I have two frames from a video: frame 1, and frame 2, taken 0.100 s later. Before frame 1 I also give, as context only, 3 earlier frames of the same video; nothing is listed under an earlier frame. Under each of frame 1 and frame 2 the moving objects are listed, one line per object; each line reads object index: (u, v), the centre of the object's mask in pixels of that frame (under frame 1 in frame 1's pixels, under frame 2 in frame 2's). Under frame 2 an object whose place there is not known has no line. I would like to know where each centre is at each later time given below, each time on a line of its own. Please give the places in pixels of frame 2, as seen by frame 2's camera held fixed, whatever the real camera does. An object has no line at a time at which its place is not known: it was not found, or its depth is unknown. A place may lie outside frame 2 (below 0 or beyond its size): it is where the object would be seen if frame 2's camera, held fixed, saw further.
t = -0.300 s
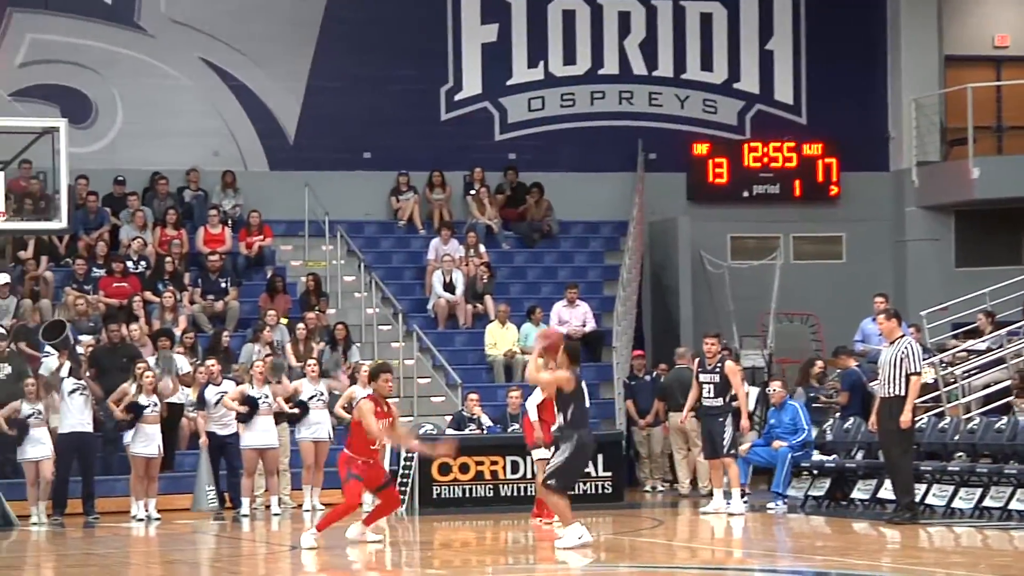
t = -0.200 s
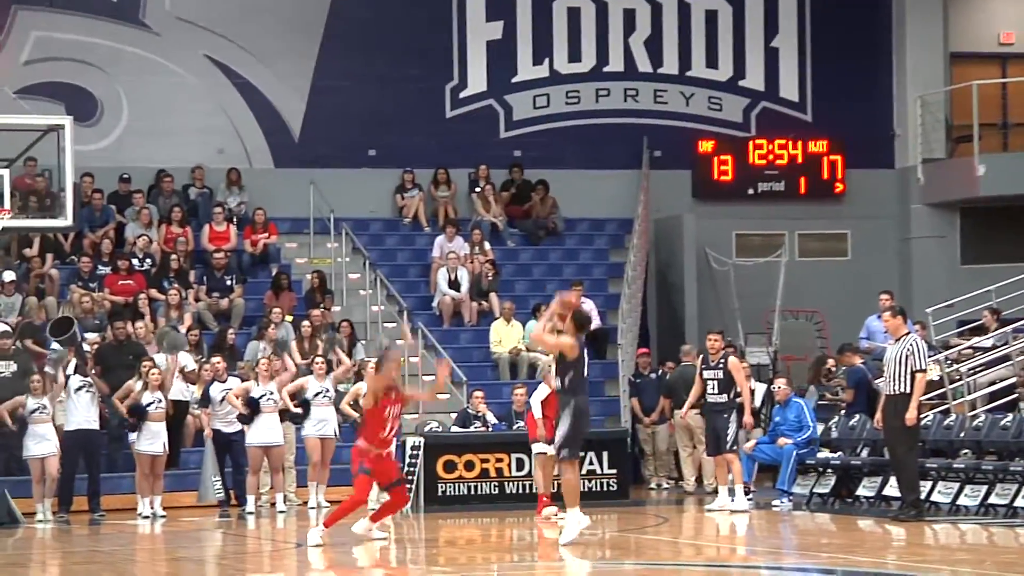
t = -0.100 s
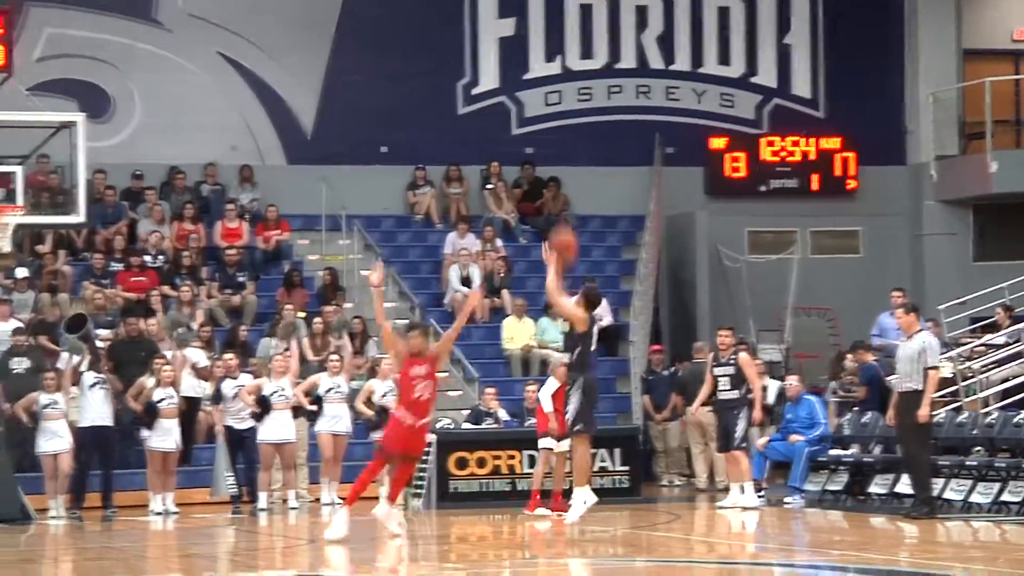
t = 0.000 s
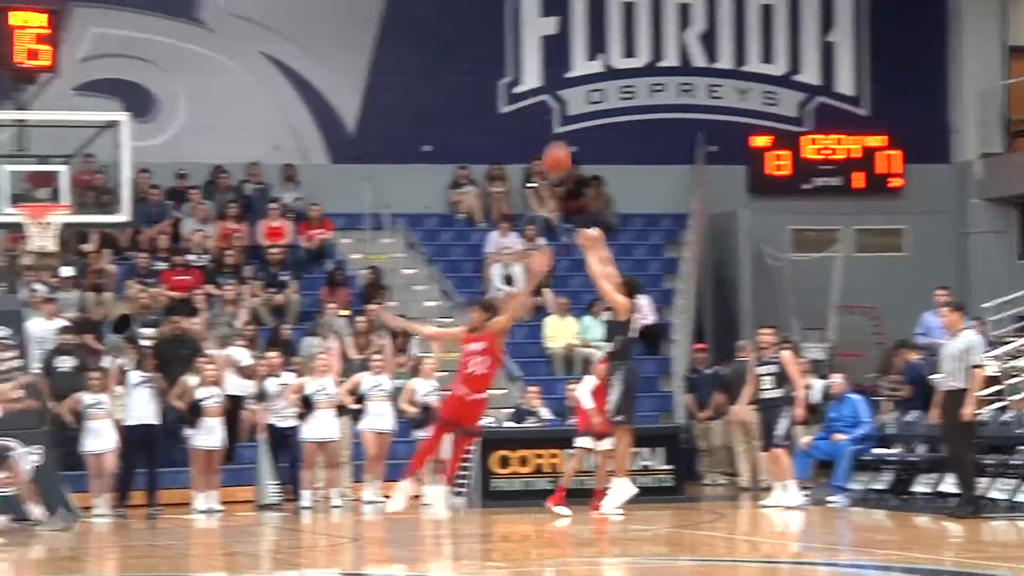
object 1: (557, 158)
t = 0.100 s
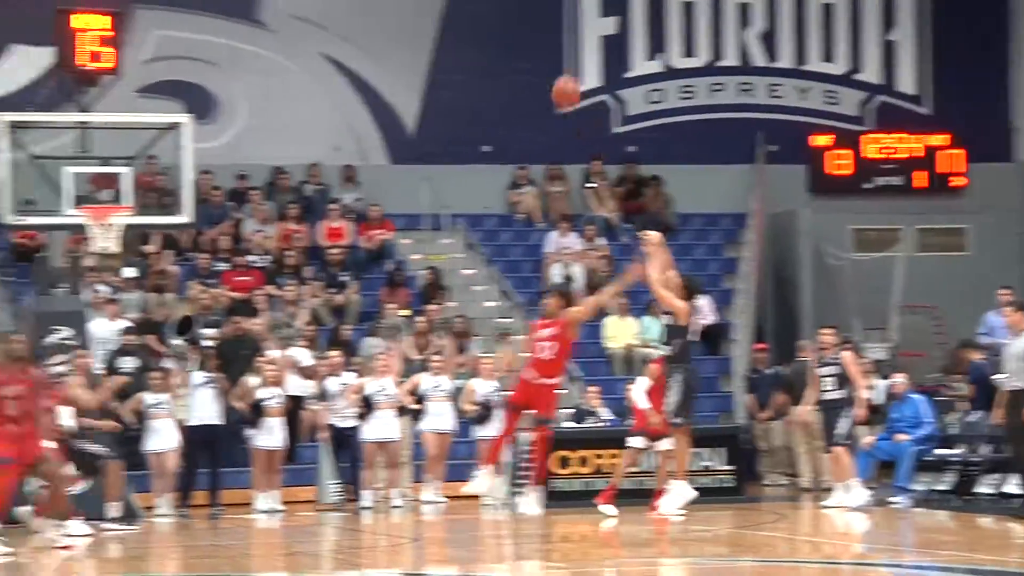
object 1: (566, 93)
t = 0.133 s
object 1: (552, 74)
